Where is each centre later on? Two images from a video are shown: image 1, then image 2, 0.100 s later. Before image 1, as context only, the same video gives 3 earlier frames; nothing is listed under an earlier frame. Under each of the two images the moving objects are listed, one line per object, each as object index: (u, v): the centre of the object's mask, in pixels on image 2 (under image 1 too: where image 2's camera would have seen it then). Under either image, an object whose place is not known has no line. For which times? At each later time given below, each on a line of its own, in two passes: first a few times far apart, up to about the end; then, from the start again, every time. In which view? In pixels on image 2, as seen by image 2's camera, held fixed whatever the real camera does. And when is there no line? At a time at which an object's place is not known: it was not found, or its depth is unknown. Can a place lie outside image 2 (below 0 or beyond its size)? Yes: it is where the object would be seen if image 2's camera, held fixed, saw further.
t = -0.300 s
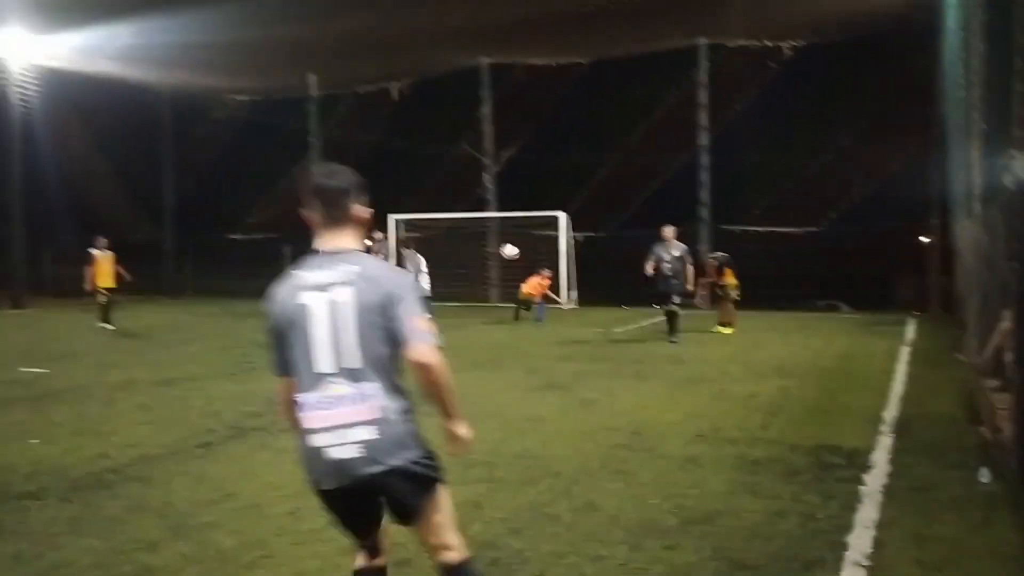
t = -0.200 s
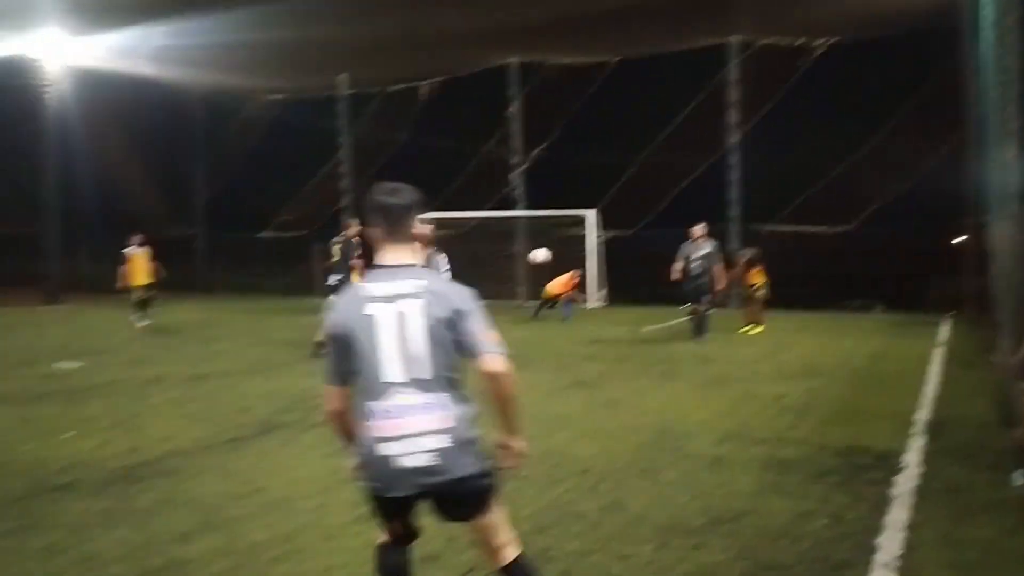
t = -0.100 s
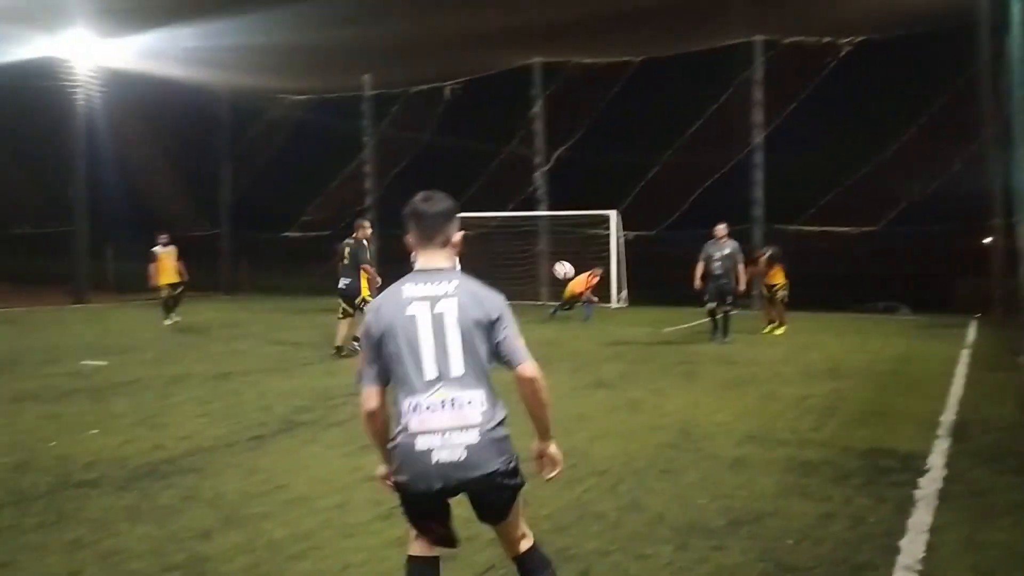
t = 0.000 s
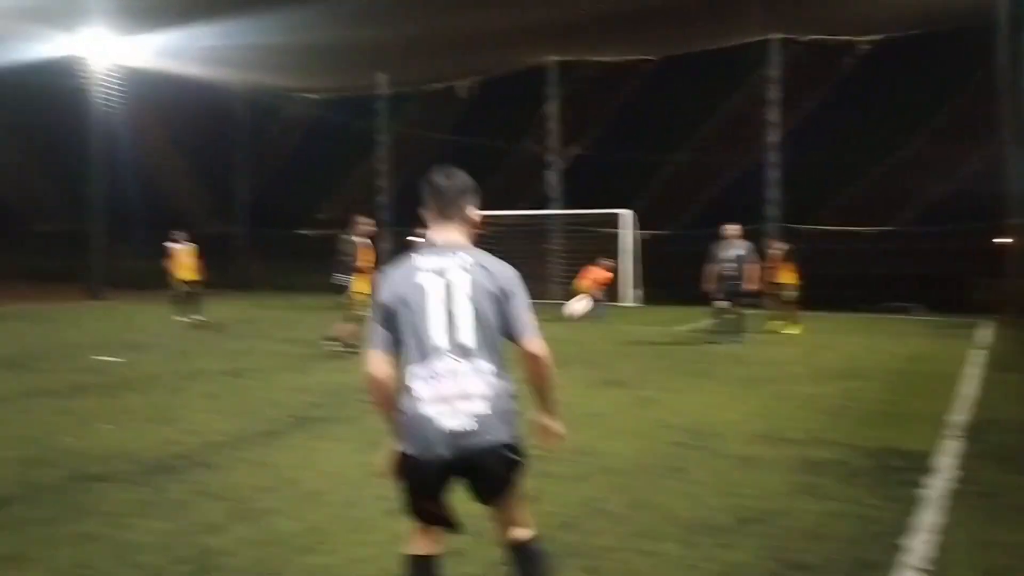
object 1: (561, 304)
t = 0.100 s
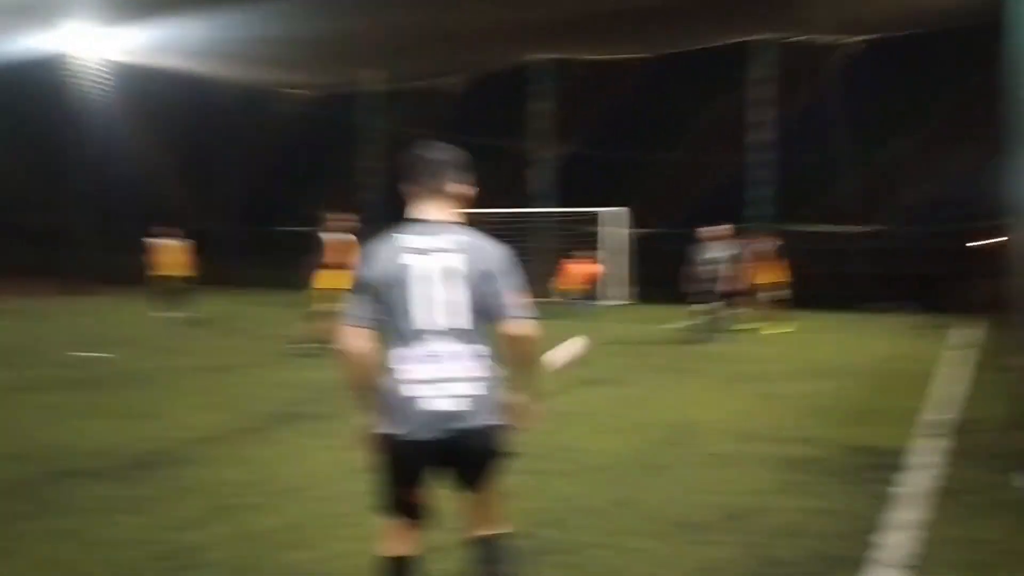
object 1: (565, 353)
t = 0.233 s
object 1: (557, 381)
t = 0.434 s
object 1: (548, 328)
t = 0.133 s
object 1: (562, 378)
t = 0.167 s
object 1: (561, 399)
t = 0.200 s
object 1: (560, 396)
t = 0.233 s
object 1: (557, 381)
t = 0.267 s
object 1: (556, 370)
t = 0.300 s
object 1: (556, 362)
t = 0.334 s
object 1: (555, 352)
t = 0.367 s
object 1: (553, 344)
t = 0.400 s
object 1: (553, 337)
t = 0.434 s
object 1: (548, 328)
